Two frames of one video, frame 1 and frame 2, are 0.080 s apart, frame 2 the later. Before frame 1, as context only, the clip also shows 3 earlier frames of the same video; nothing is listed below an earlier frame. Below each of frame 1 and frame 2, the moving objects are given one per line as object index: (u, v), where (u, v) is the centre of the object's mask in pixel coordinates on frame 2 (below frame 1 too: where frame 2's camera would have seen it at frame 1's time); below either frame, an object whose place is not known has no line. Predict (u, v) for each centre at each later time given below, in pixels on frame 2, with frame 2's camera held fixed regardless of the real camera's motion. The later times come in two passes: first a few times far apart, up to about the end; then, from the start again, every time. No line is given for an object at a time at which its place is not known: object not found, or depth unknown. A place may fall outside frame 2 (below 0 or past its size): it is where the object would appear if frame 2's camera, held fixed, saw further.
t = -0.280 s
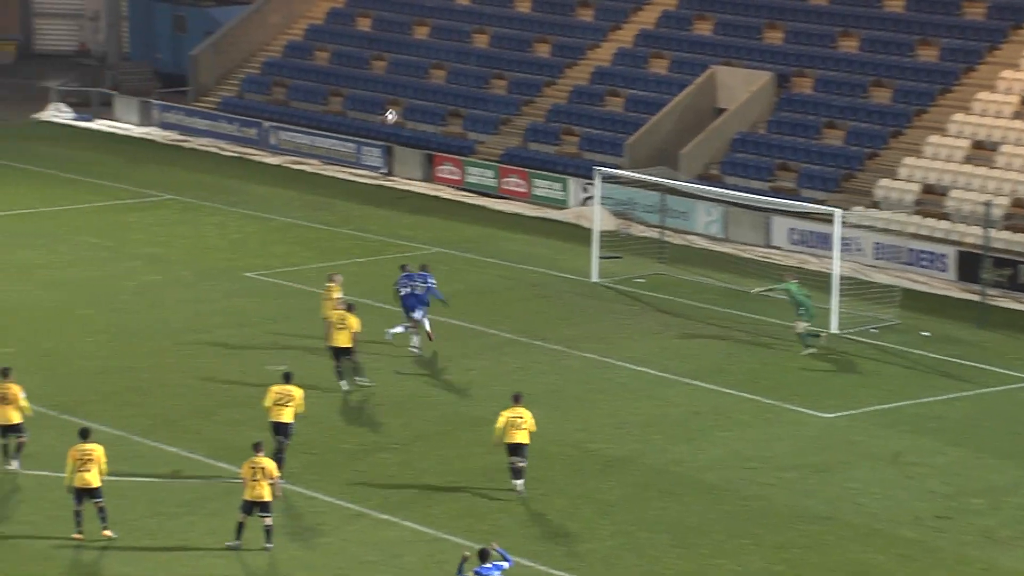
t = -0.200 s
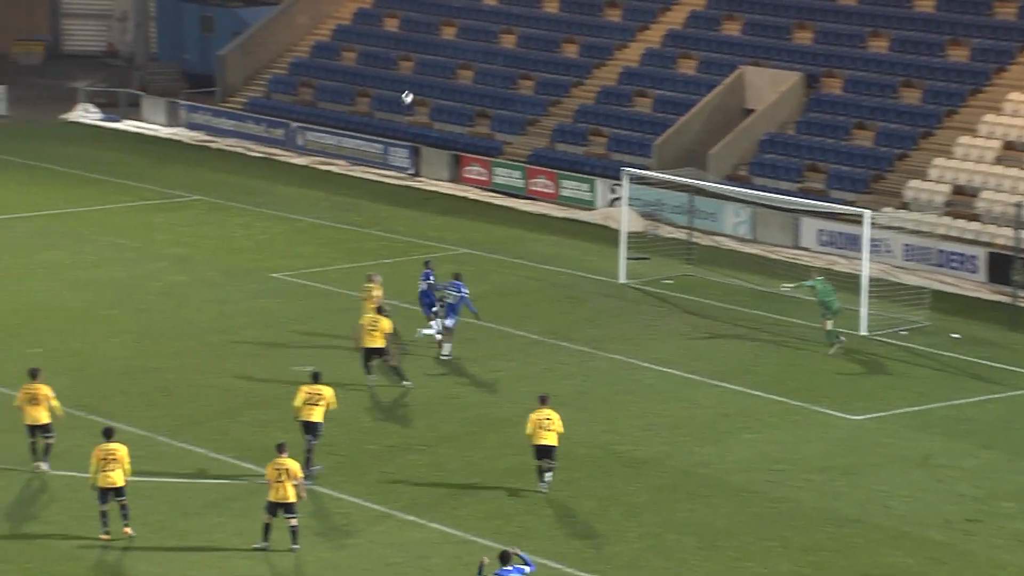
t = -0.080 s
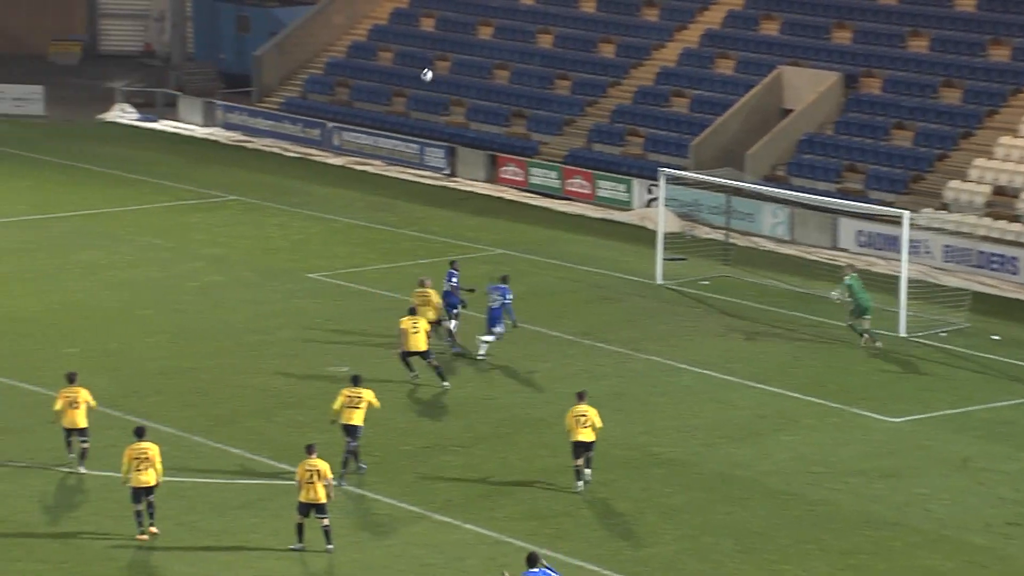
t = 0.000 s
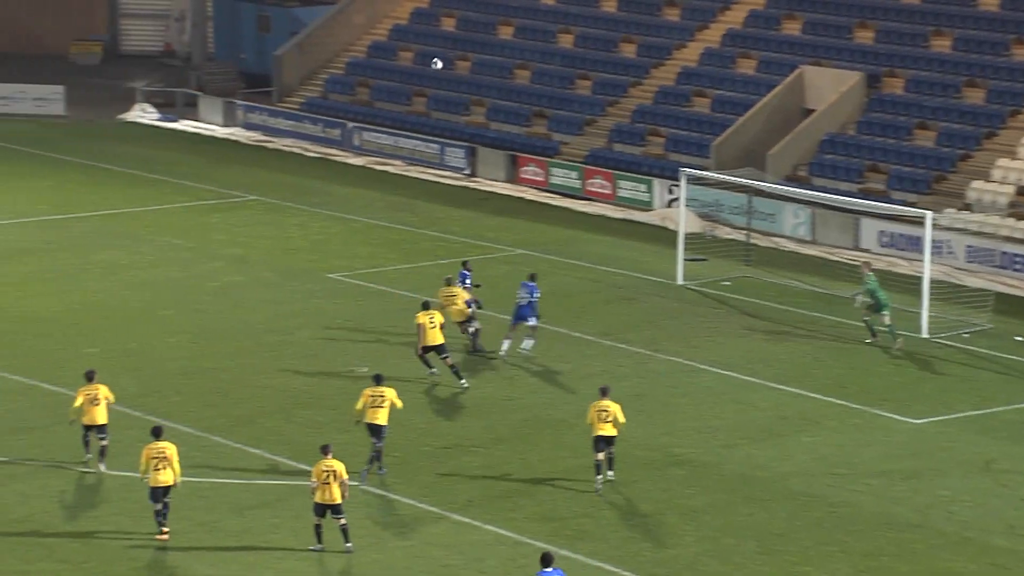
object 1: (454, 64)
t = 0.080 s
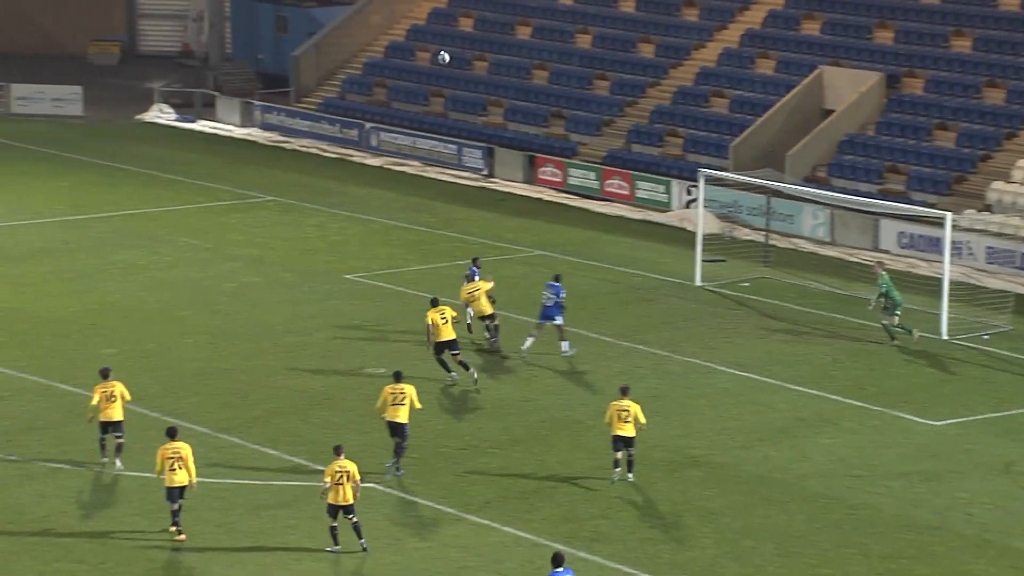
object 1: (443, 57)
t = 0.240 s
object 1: (423, 51)
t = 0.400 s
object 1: (402, 60)
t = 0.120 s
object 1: (438, 54)
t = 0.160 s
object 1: (434, 52)
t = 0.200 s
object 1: (428, 52)
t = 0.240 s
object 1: (423, 51)
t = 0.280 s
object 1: (417, 53)
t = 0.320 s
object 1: (412, 54)
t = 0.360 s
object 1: (407, 56)
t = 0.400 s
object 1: (402, 60)
